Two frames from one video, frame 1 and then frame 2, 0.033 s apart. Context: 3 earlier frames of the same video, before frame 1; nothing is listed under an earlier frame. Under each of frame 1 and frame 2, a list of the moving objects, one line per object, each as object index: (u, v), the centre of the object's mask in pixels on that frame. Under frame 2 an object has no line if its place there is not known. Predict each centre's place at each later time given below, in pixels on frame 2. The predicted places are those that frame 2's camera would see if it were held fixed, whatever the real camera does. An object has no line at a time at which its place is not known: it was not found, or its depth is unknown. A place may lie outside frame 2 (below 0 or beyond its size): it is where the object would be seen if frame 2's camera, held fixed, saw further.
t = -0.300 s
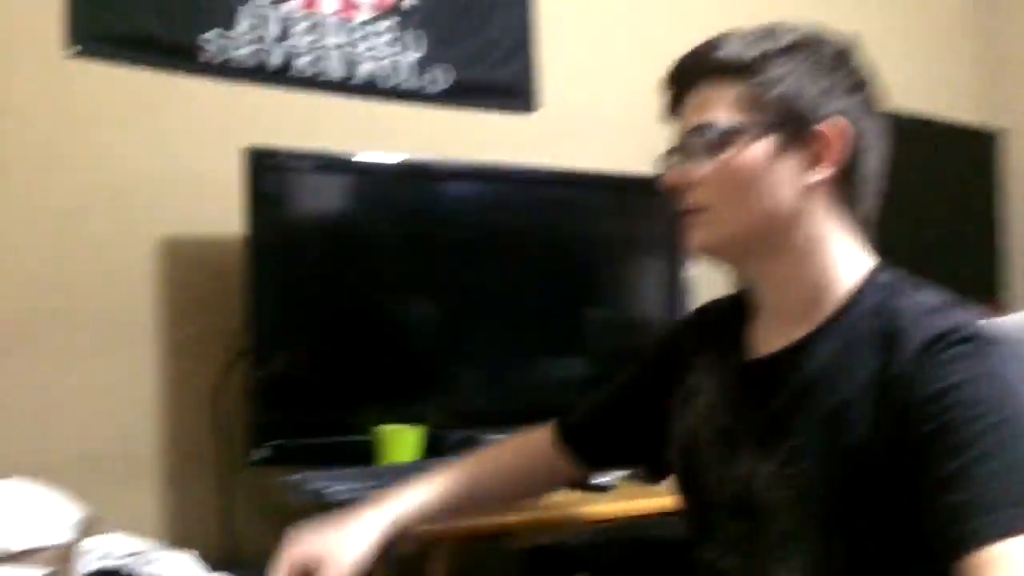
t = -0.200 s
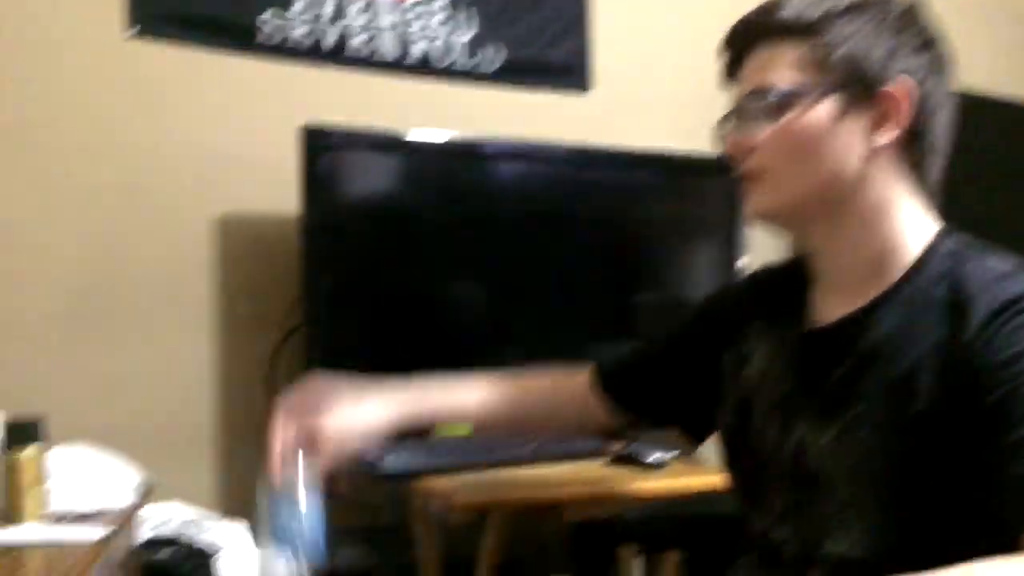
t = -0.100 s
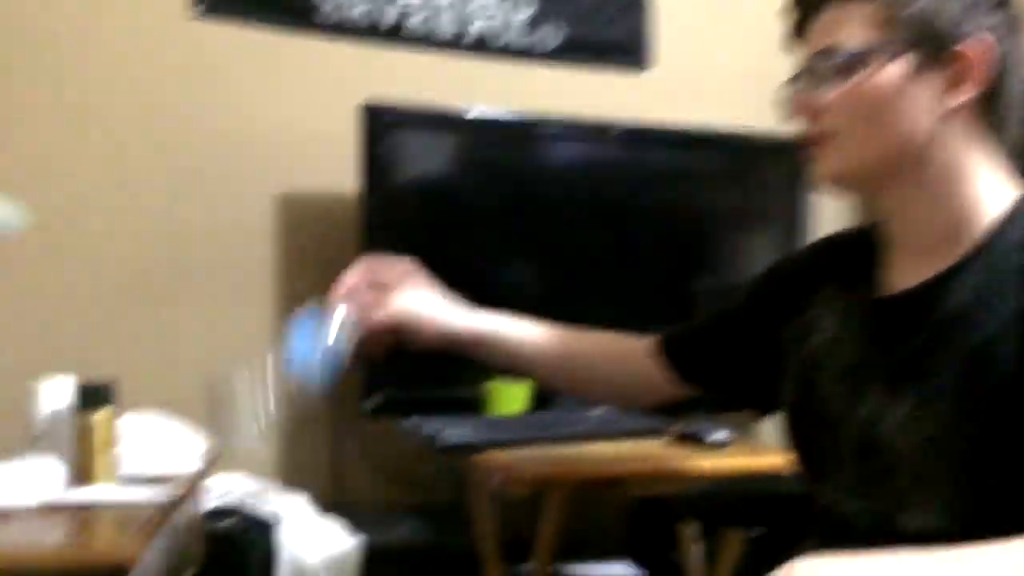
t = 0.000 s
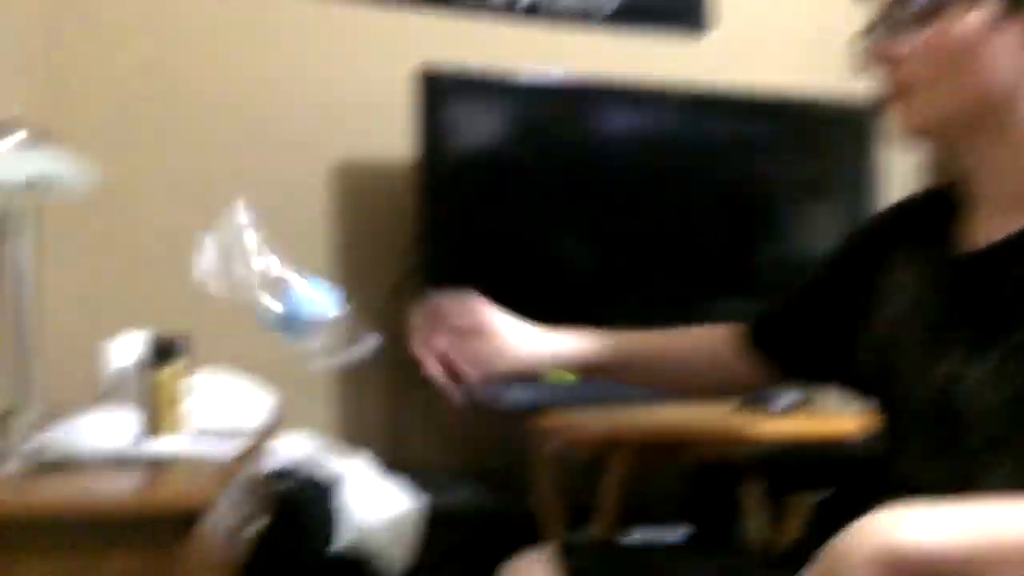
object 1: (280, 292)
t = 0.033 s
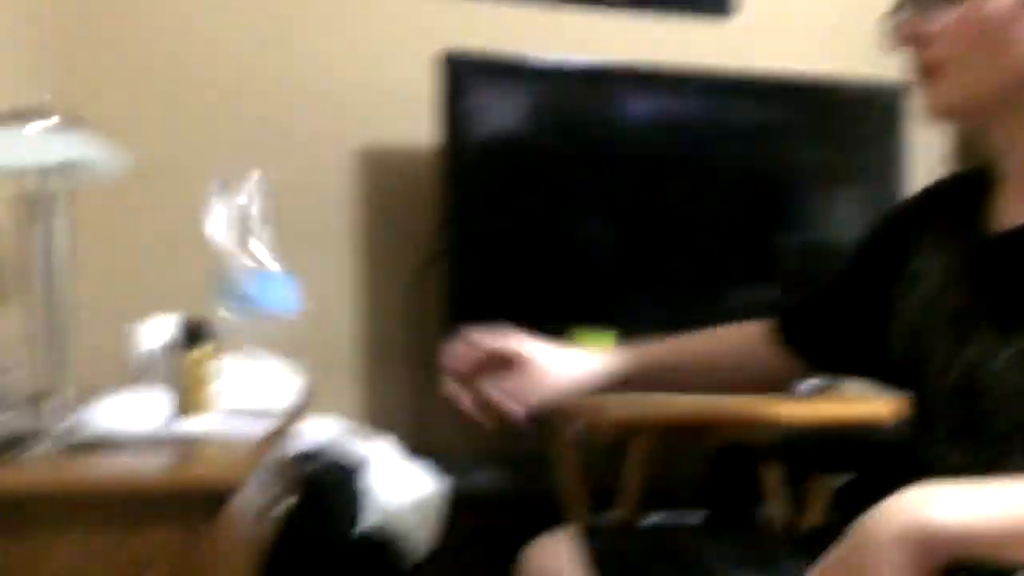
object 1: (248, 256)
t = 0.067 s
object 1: (202, 245)
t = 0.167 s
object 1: (111, 221)
